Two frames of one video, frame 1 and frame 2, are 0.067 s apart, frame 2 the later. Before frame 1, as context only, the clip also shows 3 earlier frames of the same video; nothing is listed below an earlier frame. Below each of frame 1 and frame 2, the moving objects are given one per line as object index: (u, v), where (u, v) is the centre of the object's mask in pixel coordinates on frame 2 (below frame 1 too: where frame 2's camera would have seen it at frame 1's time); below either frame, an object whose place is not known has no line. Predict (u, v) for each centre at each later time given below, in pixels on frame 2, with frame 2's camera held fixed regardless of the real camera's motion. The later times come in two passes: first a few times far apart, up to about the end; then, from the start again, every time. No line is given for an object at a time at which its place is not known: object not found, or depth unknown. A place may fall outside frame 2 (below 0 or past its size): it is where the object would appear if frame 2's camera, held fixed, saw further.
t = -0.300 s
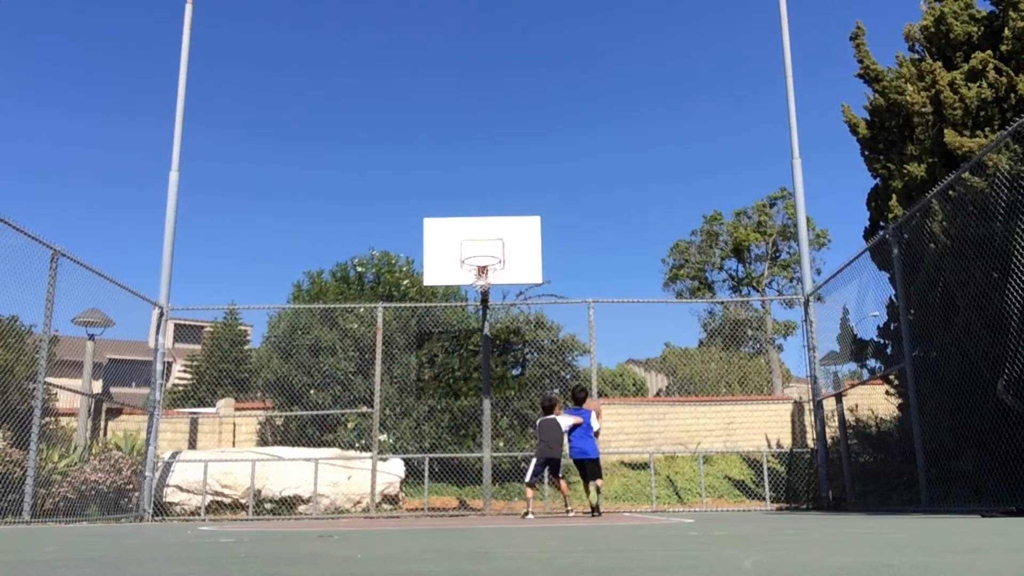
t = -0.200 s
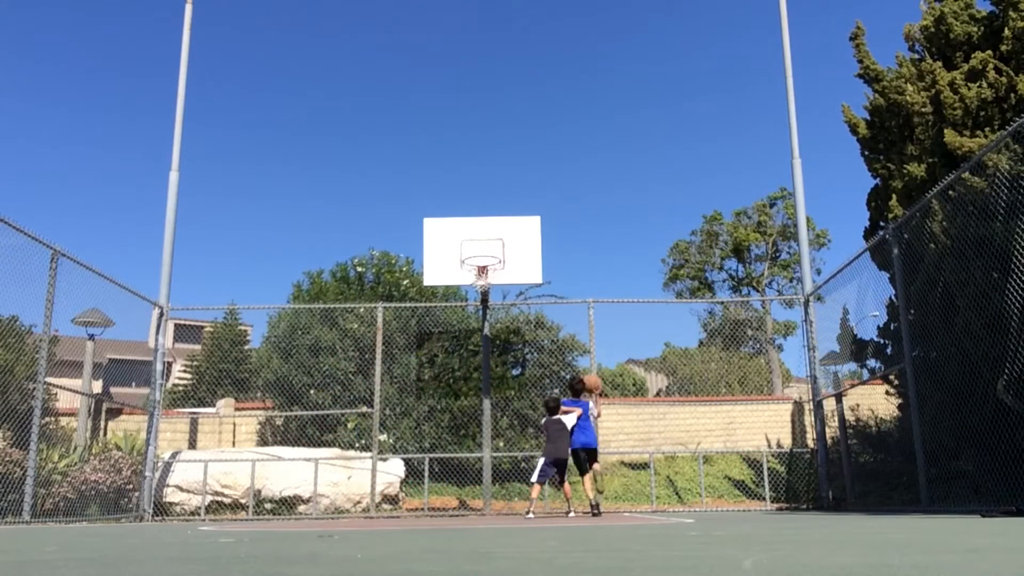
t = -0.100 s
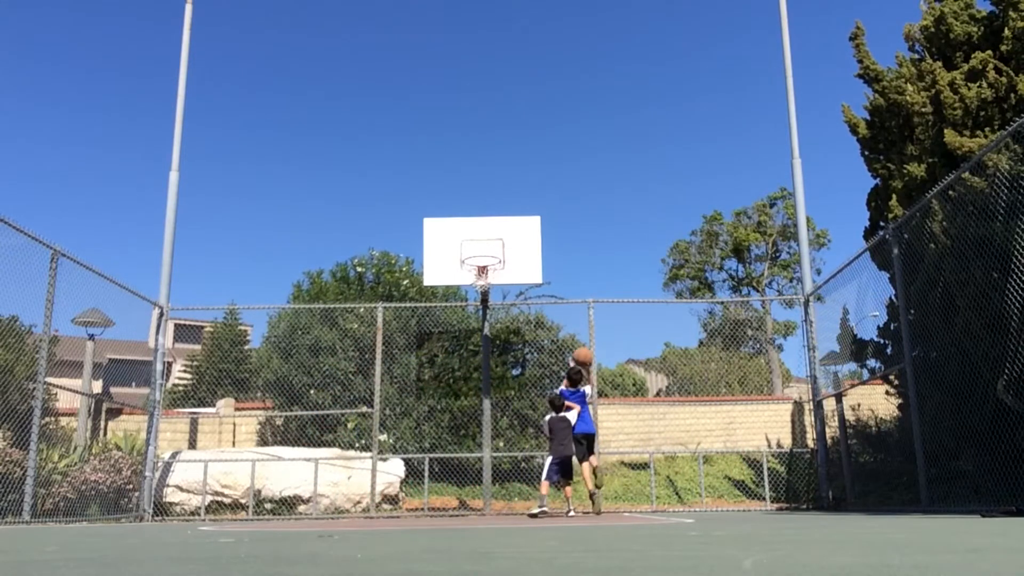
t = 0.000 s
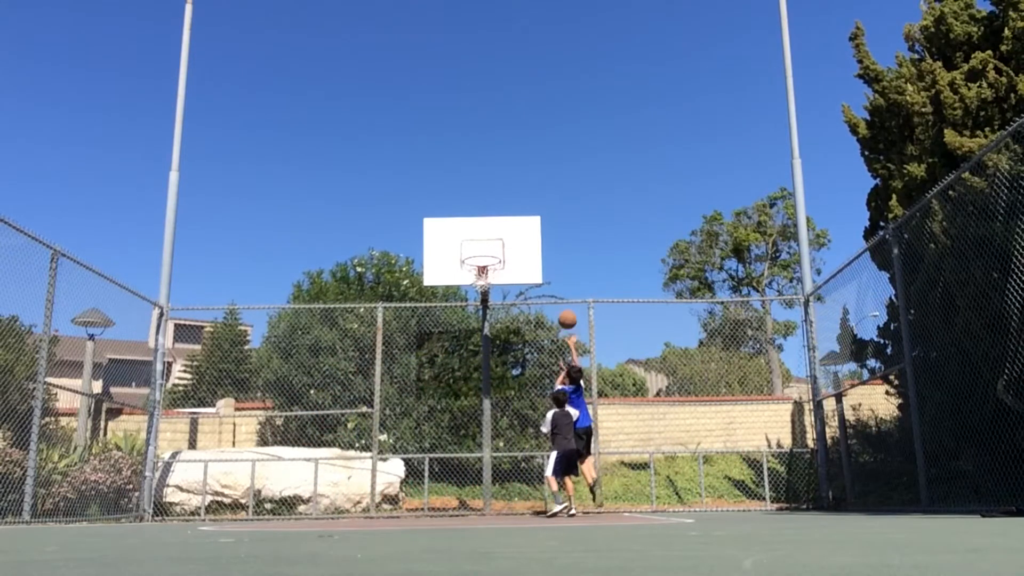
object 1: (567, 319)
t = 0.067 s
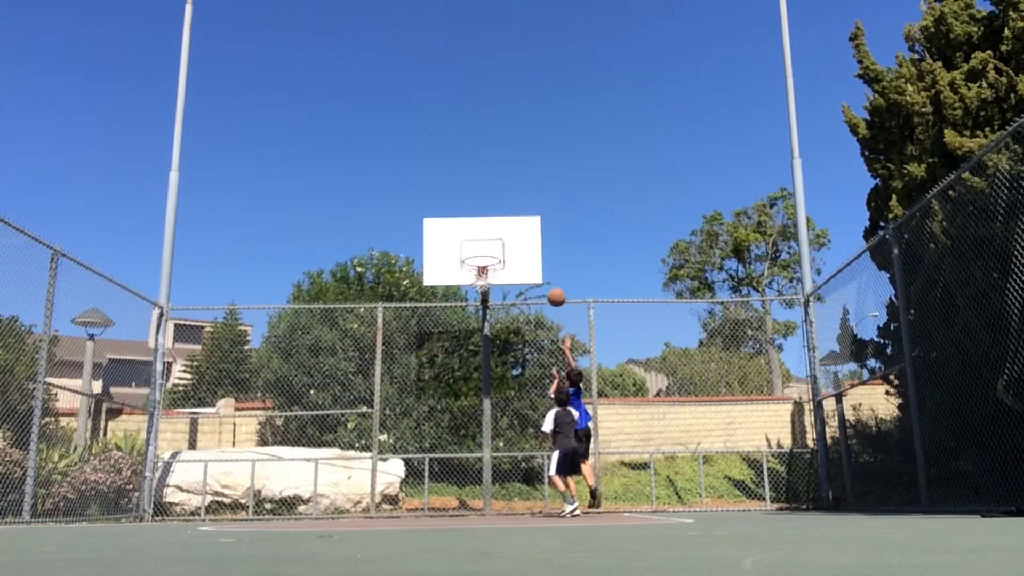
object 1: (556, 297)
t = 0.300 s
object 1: (521, 251)
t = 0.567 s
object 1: (491, 248)
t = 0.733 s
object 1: (478, 268)
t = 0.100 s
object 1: (551, 288)
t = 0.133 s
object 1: (546, 279)
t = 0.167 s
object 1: (541, 272)
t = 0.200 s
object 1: (536, 265)
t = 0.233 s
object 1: (531, 260)
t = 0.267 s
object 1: (526, 255)
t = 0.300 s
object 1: (521, 251)
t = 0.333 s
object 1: (517, 248)
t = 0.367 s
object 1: (512, 246)
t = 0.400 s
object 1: (508, 245)
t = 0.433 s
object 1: (503, 244)
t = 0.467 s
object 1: (499, 245)
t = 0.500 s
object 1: (496, 245)
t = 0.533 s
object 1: (494, 246)
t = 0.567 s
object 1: (491, 248)
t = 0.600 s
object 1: (489, 250)
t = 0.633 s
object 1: (486, 253)
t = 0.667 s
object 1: (484, 258)
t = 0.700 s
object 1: (481, 263)
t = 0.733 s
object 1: (478, 268)
